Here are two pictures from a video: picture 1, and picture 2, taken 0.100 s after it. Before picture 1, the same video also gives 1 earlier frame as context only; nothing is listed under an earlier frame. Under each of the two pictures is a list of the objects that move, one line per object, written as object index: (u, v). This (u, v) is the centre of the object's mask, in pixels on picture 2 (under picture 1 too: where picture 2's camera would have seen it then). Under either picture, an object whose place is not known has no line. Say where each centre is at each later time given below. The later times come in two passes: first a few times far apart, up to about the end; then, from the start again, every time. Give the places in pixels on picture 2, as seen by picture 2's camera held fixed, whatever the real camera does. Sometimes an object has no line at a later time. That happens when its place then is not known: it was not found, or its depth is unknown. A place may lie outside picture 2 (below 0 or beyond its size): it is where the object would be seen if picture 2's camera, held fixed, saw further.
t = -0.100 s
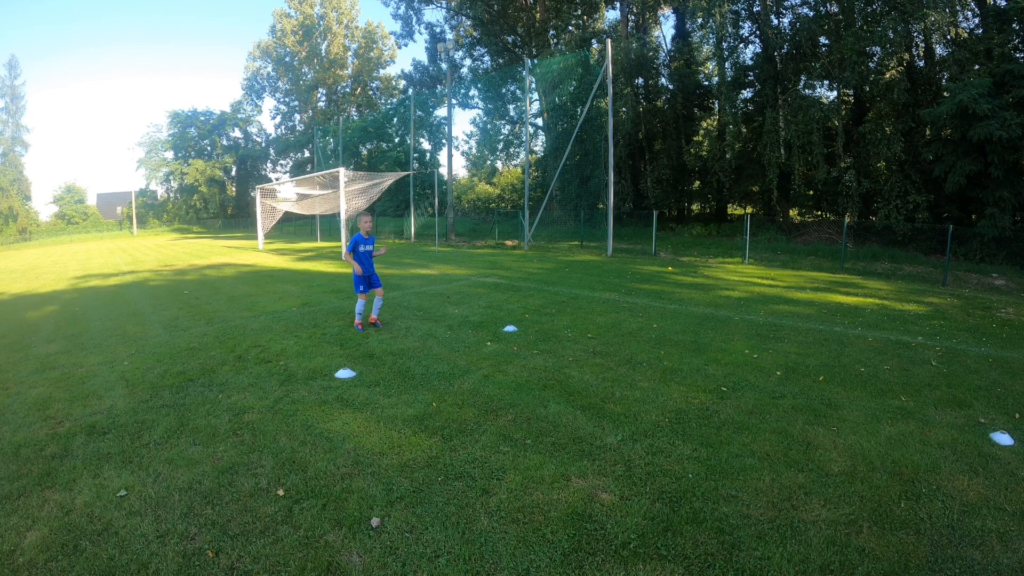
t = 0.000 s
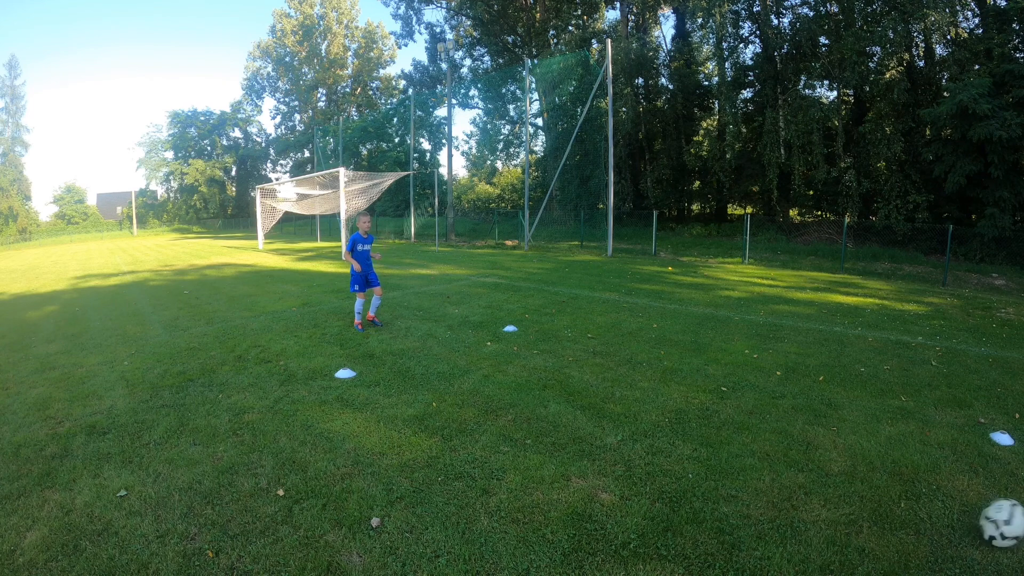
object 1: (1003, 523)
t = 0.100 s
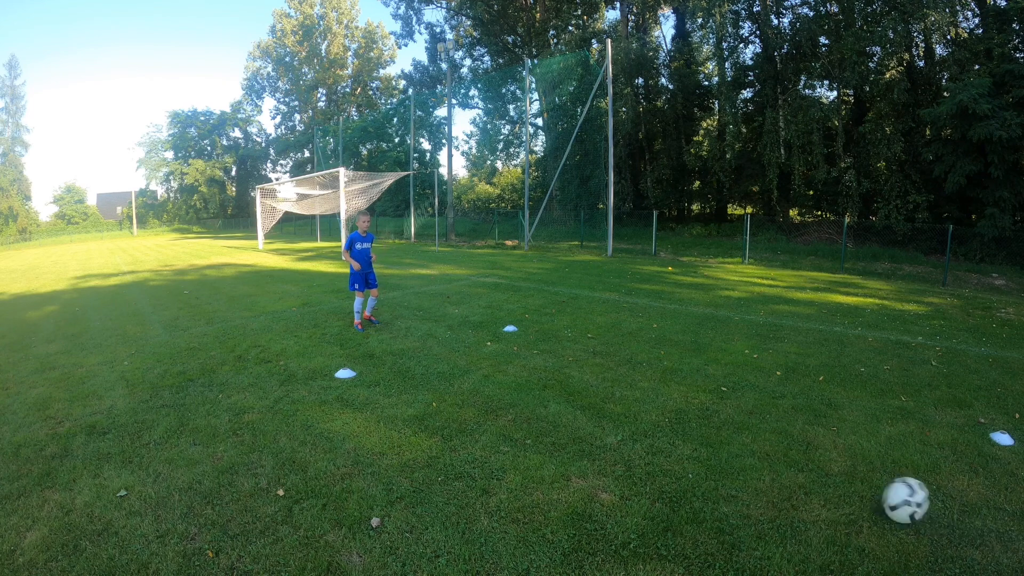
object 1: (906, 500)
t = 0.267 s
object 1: (763, 460)
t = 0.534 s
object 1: (590, 409)
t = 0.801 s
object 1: (482, 372)
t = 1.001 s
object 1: (429, 352)
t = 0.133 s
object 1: (874, 493)
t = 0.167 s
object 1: (845, 485)
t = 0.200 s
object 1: (817, 476)
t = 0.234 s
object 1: (790, 467)
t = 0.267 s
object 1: (763, 460)
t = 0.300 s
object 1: (736, 454)
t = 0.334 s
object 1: (711, 448)
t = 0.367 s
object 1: (688, 442)
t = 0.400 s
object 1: (666, 434)
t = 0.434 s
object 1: (645, 427)
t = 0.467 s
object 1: (626, 420)
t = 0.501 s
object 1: (607, 415)
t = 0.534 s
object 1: (590, 409)
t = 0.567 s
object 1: (573, 404)
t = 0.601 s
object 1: (557, 399)
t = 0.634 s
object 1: (543, 394)
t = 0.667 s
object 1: (529, 388)
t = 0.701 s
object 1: (517, 383)
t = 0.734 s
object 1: (505, 378)
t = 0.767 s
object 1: (493, 375)
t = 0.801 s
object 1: (482, 372)
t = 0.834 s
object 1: (472, 369)
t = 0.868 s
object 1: (463, 365)
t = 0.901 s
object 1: (454, 362)
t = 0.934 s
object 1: (445, 359)
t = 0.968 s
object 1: (437, 355)
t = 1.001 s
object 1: (429, 352)
